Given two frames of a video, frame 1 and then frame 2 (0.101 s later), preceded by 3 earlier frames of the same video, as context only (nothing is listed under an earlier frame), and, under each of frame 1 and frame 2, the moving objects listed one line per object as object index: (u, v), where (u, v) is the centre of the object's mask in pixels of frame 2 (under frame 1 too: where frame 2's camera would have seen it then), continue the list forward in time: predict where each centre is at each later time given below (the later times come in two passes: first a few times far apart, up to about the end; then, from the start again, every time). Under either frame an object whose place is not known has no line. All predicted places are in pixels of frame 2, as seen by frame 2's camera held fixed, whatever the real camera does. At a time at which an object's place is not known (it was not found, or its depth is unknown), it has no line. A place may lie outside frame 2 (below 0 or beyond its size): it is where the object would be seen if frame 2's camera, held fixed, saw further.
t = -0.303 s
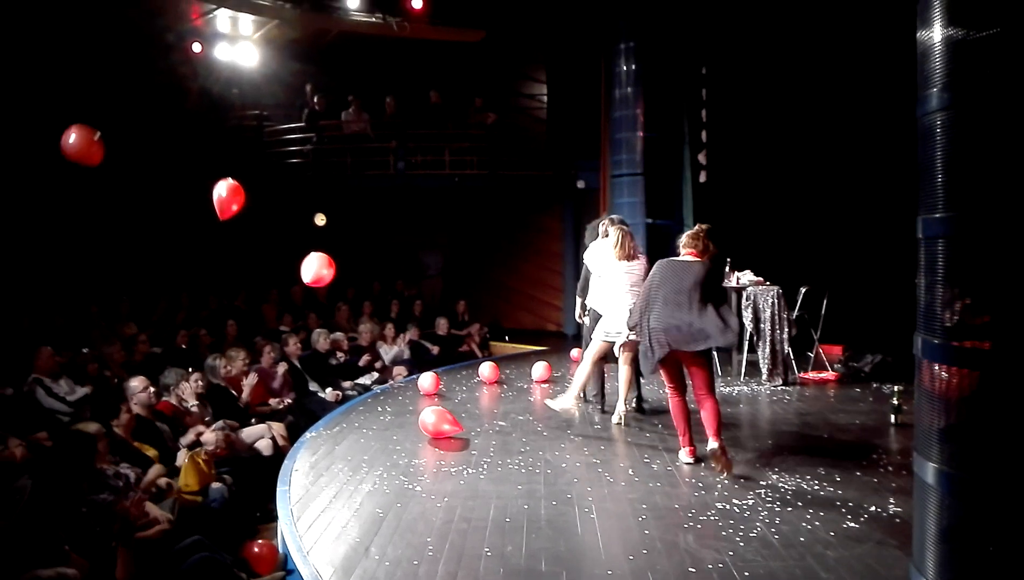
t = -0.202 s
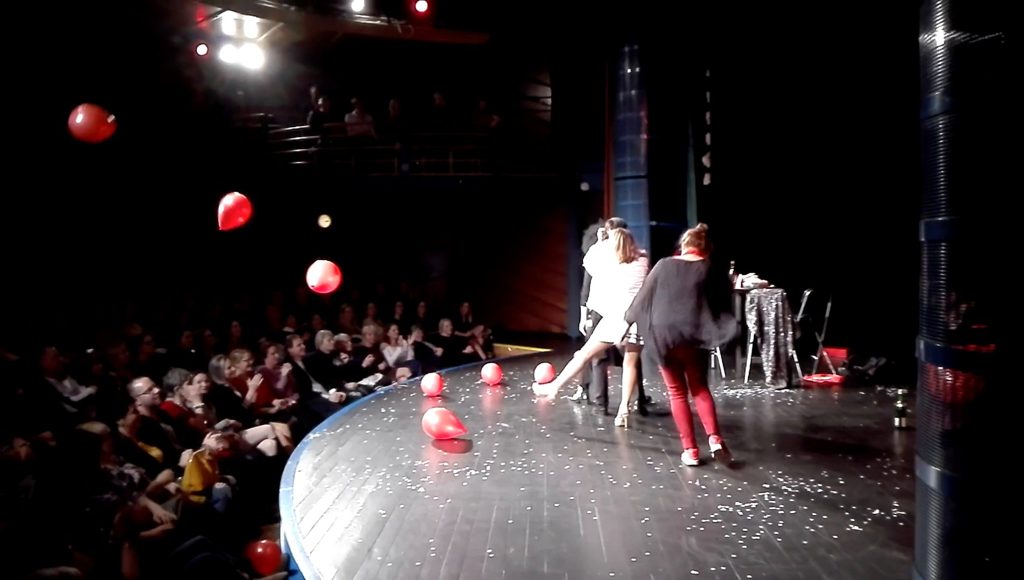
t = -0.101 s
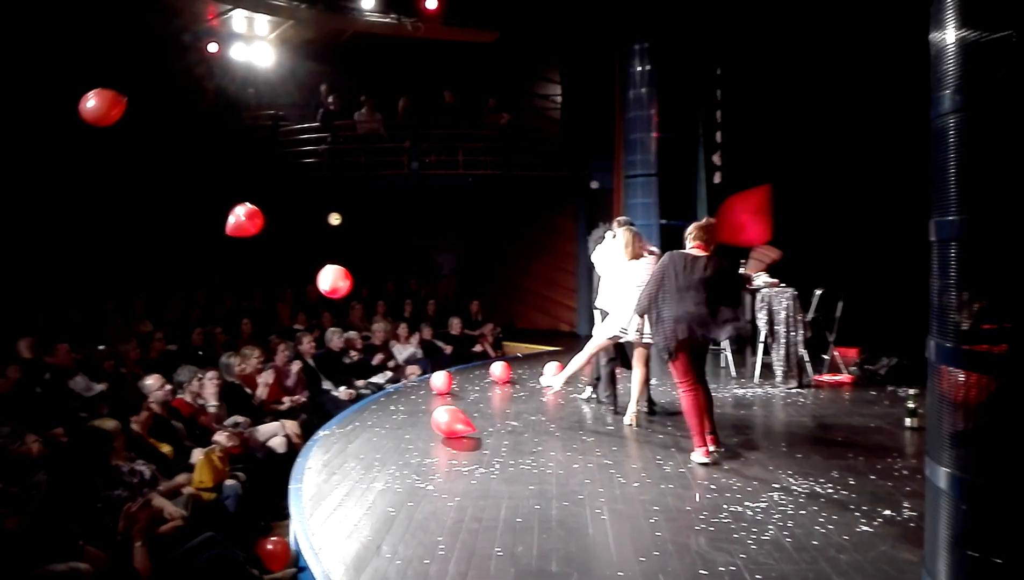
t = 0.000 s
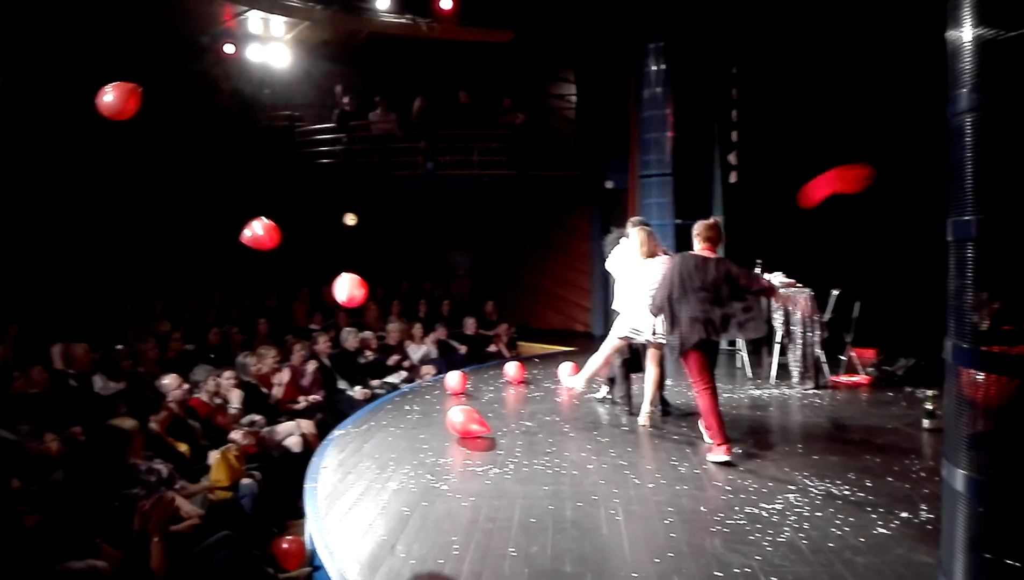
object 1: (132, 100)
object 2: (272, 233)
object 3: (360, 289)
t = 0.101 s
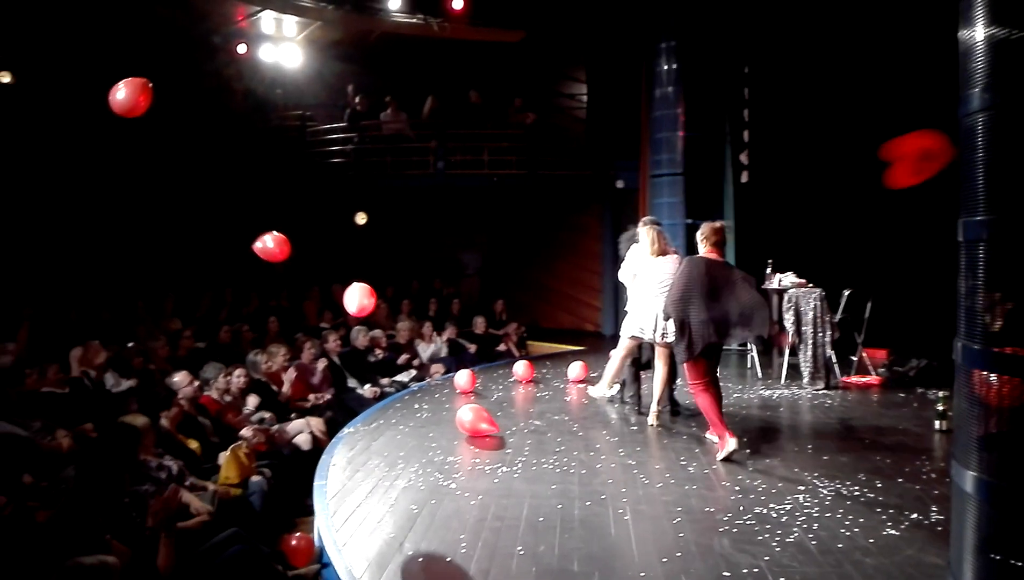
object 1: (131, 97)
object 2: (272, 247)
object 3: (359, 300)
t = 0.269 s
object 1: (129, 100)
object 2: (272, 270)
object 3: (358, 323)
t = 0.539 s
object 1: (126, 121)
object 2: (265, 304)
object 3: (353, 367)
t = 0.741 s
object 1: (127, 149)
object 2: (255, 328)
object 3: (346, 403)
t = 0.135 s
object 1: (130, 97)
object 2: (272, 252)
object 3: (359, 304)
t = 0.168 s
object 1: (130, 97)
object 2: (272, 256)
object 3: (359, 308)
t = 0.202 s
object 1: (129, 97)
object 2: (272, 261)
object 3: (358, 312)
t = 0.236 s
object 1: (129, 99)
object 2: (272, 266)
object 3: (358, 317)
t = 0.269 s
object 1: (129, 100)
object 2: (272, 270)
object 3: (358, 323)
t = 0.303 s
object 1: (128, 102)
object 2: (272, 275)
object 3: (357, 328)
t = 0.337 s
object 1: (128, 103)
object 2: (271, 279)
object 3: (357, 333)
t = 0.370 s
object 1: (128, 105)
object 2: (270, 284)
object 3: (356, 338)
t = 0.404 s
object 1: (127, 108)
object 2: (269, 288)
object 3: (356, 344)
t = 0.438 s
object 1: (127, 110)
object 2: (269, 292)
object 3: (355, 350)
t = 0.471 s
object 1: (126, 114)
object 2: (268, 296)
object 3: (354, 356)
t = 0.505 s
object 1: (126, 117)
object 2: (266, 300)
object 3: (353, 361)
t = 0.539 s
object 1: (126, 121)
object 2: (265, 304)
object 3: (353, 367)
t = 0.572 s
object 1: (126, 125)
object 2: (264, 308)
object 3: (352, 373)
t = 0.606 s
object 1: (126, 129)
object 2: (262, 312)
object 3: (350, 379)
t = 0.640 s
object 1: (126, 134)
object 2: (261, 316)
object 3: (349, 385)
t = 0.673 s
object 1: (126, 138)
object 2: (259, 320)
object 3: (349, 391)
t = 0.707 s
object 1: (126, 144)
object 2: (257, 324)
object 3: (347, 397)
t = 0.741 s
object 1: (127, 149)
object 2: (255, 328)
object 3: (346, 403)
